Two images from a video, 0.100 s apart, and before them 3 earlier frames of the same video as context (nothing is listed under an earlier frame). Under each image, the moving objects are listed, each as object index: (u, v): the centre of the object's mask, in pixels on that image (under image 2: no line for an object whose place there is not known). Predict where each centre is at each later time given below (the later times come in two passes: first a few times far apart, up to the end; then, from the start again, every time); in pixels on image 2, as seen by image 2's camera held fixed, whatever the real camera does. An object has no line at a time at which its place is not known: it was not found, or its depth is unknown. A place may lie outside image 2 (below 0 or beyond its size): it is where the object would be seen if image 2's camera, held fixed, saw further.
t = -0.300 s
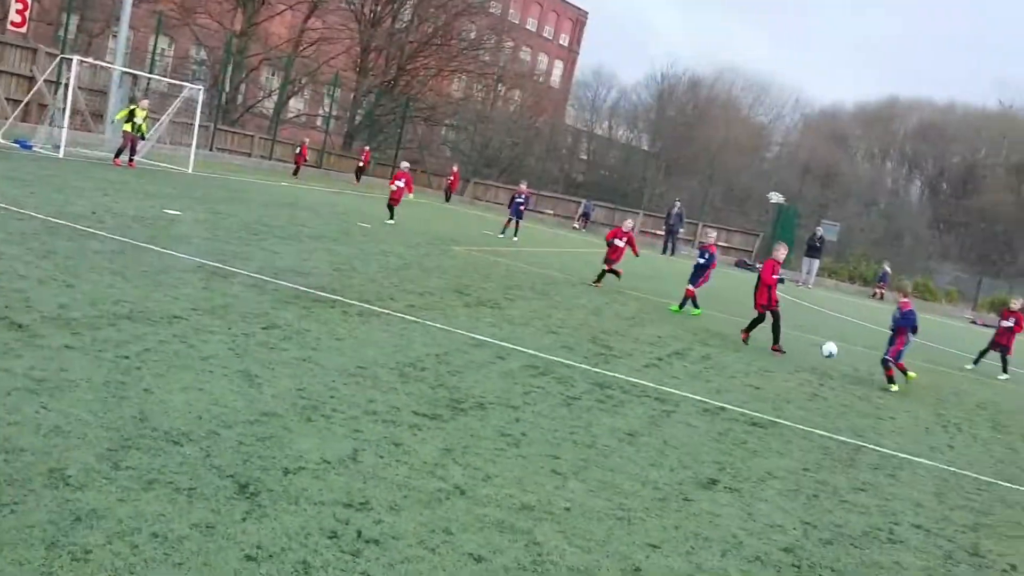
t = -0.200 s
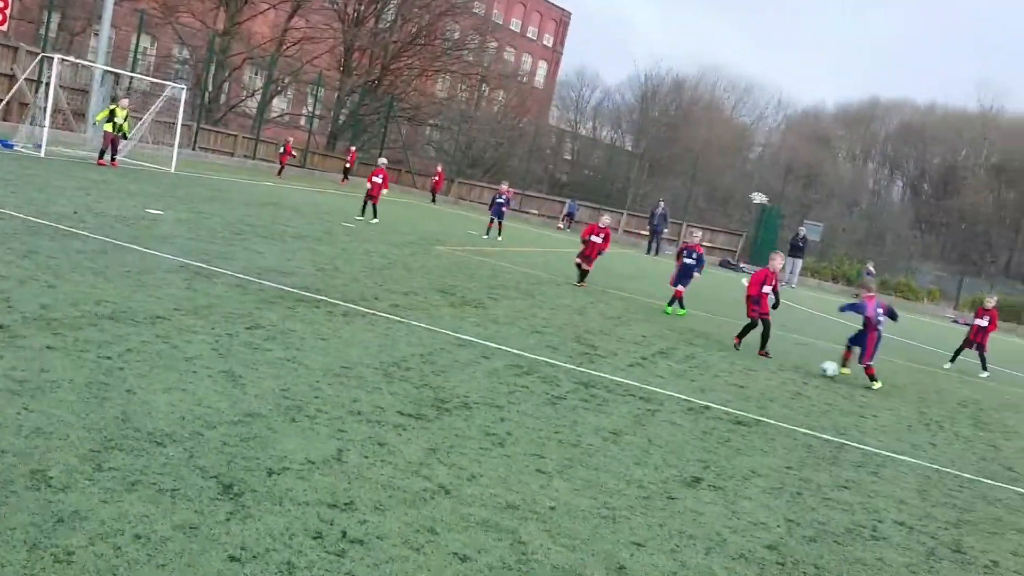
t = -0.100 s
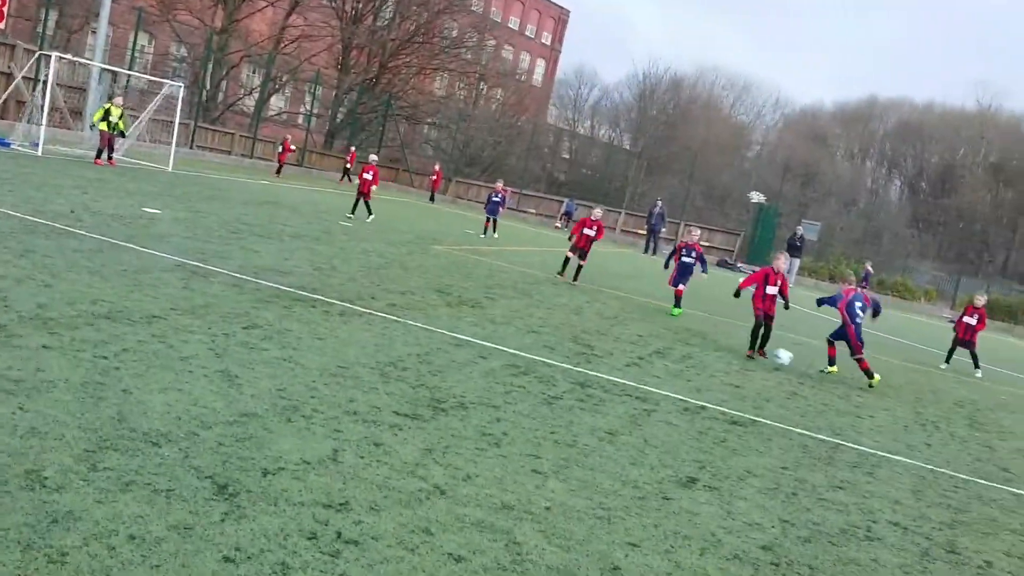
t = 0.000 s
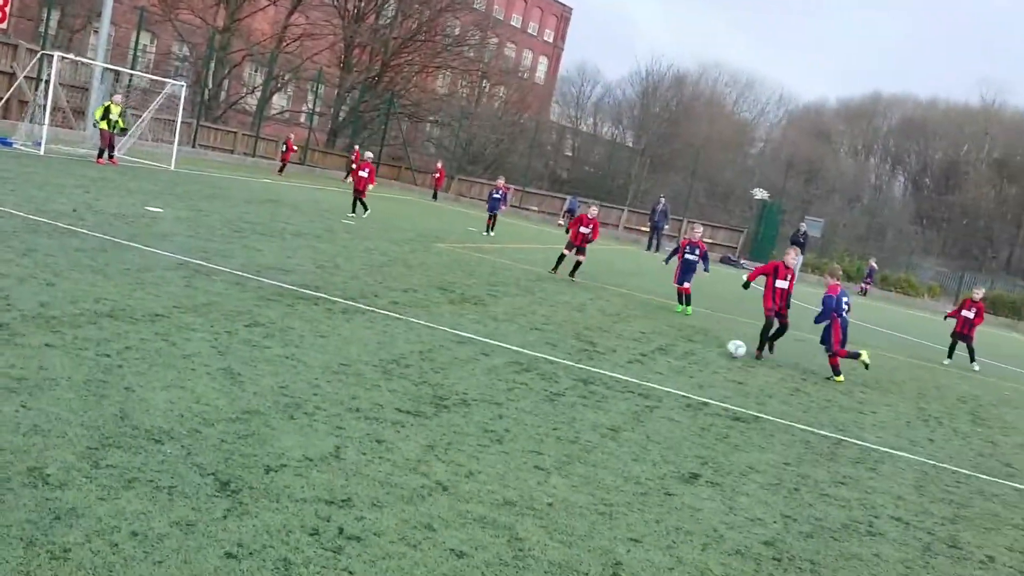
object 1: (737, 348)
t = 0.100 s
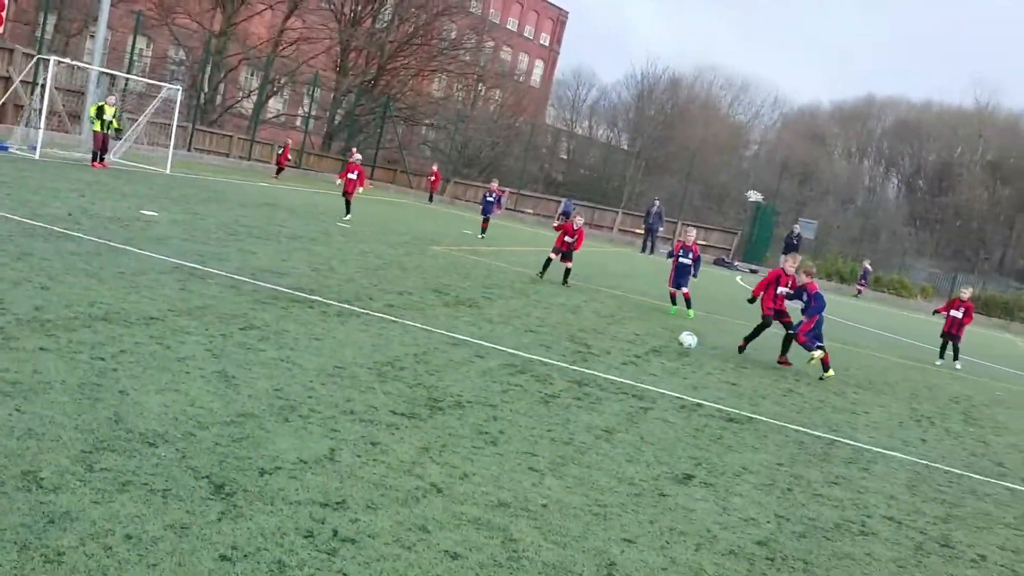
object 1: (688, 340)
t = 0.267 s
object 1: (616, 331)
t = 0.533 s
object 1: (507, 316)
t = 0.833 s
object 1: (372, 296)
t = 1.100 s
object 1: (243, 277)
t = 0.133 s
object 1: (673, 337)
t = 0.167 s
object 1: (659, 337)
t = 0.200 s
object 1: (644, 335)
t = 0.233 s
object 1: (630, 335)
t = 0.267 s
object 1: (616, 331)
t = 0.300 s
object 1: (604, 328)
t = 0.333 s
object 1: (591, 325)
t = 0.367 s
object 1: (577, 324)
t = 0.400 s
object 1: (563, 324)
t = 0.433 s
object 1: (548, 323)
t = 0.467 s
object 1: (535, 319)
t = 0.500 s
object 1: (520, 317)
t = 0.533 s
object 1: (507, 316)
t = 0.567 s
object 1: (492, 314)
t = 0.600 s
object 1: (477, 311)
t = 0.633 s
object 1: (463, 310)
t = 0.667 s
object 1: (449, 308)
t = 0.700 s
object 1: (433, 305)
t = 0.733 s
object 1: (418, 303)
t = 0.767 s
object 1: (403, 300)
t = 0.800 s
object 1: (389, 298)
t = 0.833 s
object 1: (372, 296)
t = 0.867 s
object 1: (357, 293)
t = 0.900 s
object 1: (342, 291)
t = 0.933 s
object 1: (326, 290)
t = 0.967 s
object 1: (310, 286)
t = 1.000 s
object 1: (293, 284)
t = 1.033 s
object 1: (277, 282)
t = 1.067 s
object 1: (261, 279)
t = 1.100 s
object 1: (243, 277)
